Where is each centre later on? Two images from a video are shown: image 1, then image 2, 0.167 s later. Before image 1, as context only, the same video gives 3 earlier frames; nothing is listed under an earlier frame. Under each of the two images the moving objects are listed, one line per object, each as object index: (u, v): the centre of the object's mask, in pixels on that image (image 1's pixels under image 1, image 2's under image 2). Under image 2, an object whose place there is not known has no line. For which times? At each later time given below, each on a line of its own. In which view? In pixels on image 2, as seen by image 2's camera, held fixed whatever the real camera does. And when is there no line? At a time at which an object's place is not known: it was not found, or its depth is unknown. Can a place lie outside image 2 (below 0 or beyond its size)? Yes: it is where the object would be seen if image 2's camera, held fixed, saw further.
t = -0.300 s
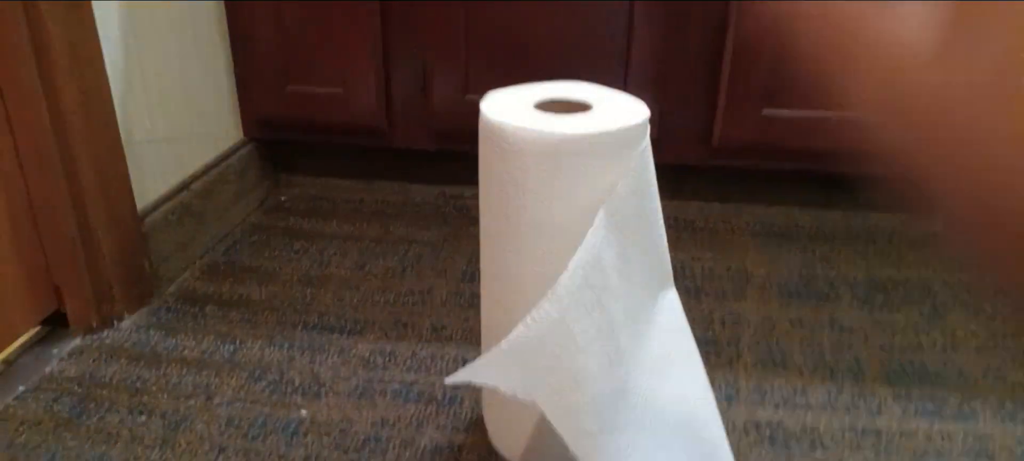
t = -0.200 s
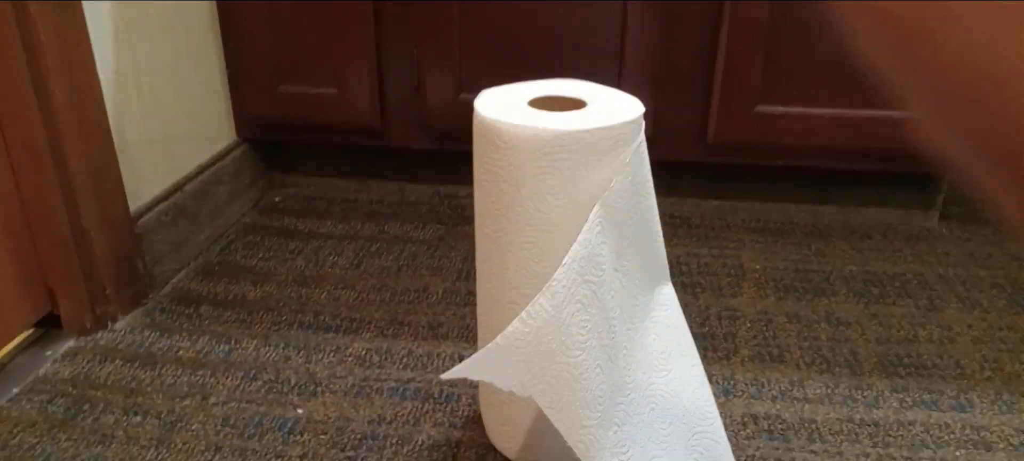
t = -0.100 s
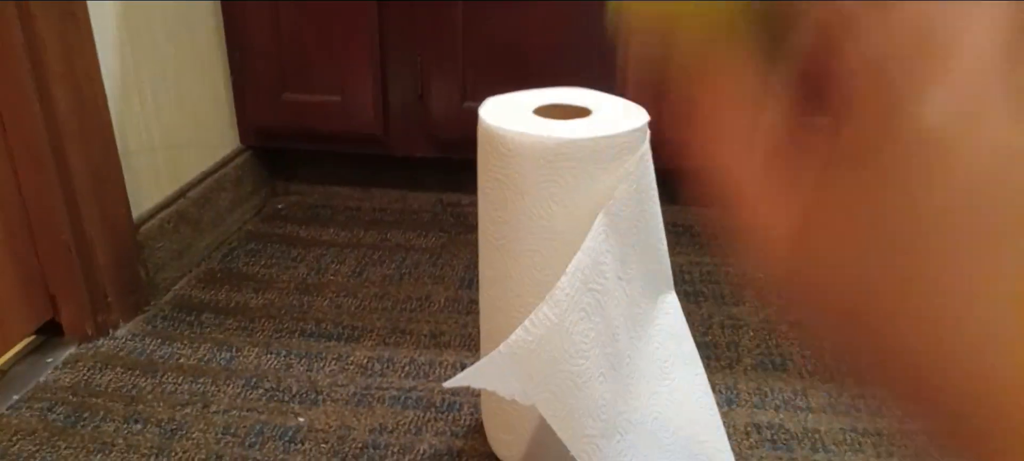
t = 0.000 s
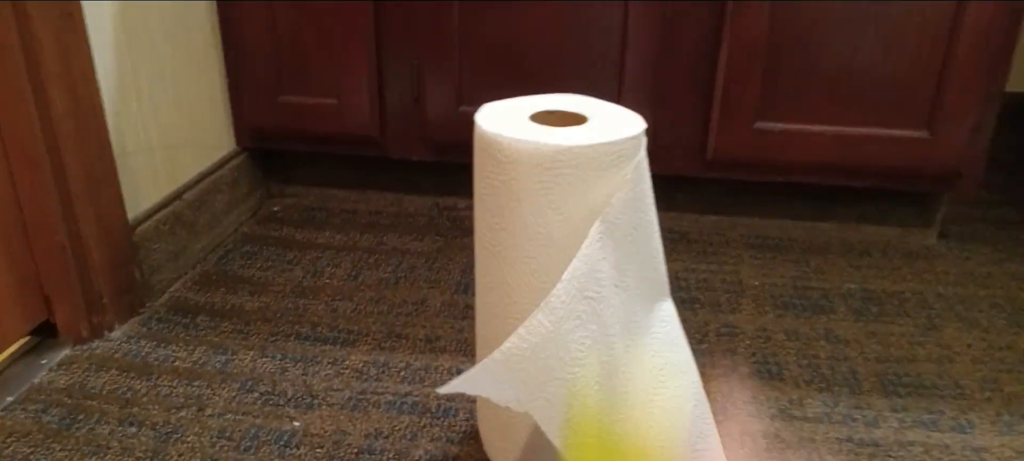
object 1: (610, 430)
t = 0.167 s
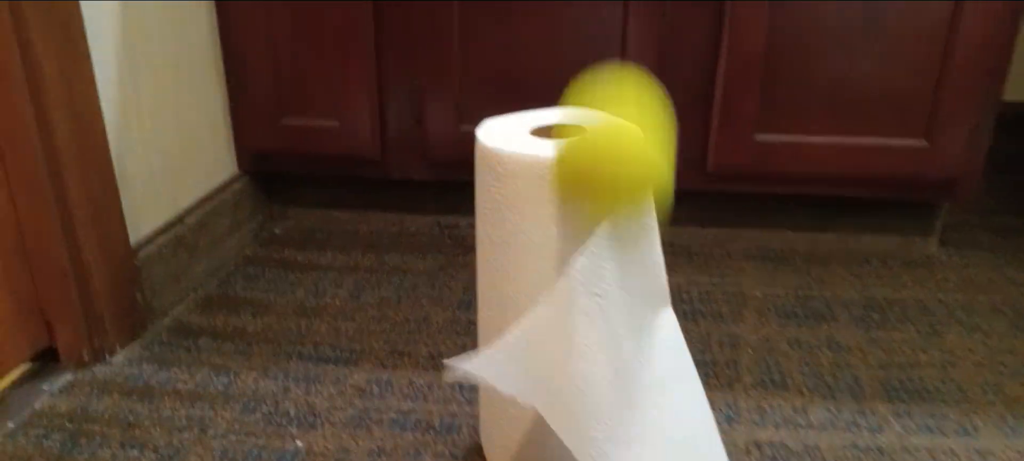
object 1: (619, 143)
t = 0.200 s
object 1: (615, 63)
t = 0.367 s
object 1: (594, 48)
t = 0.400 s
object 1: (591, 60)
